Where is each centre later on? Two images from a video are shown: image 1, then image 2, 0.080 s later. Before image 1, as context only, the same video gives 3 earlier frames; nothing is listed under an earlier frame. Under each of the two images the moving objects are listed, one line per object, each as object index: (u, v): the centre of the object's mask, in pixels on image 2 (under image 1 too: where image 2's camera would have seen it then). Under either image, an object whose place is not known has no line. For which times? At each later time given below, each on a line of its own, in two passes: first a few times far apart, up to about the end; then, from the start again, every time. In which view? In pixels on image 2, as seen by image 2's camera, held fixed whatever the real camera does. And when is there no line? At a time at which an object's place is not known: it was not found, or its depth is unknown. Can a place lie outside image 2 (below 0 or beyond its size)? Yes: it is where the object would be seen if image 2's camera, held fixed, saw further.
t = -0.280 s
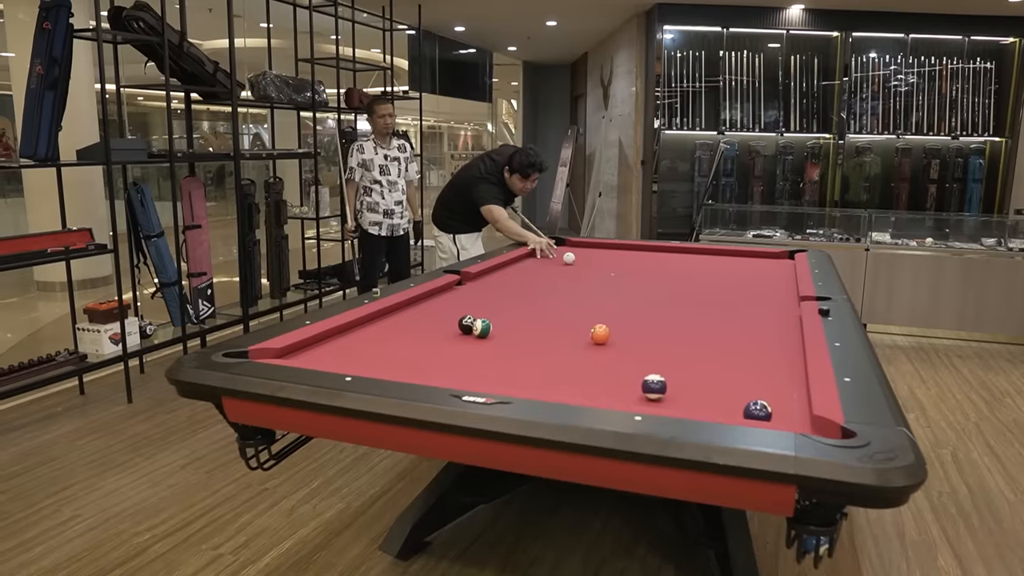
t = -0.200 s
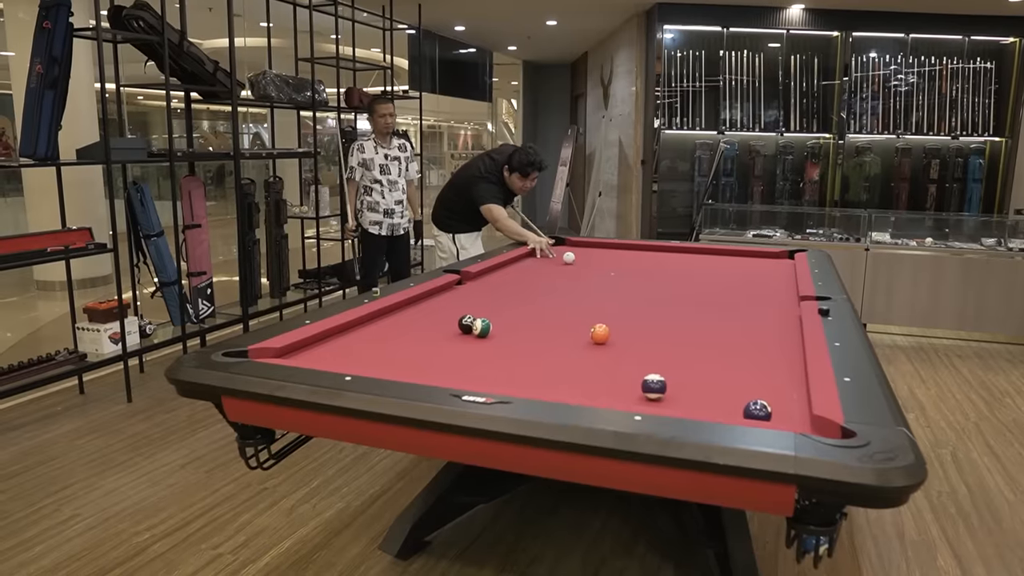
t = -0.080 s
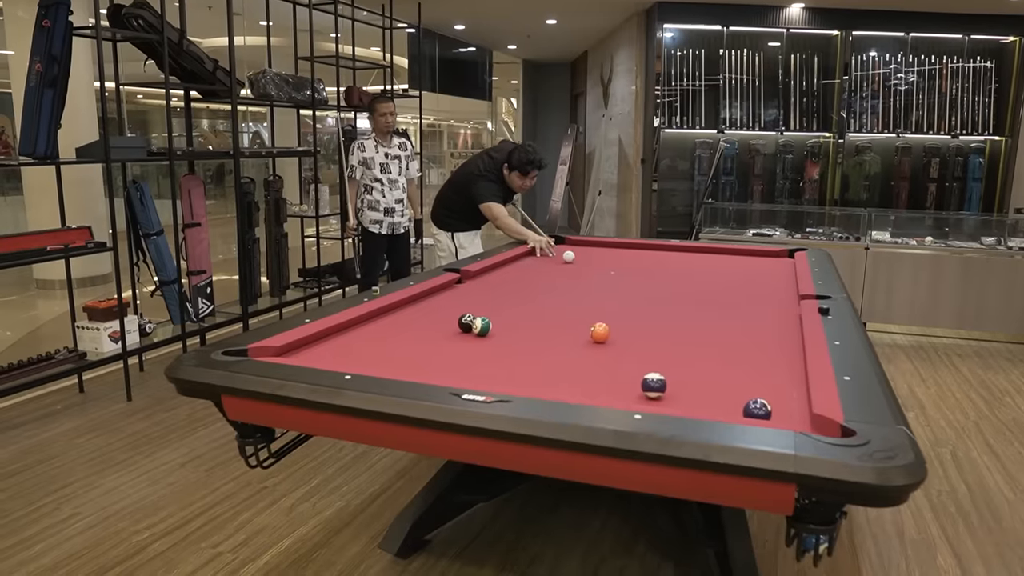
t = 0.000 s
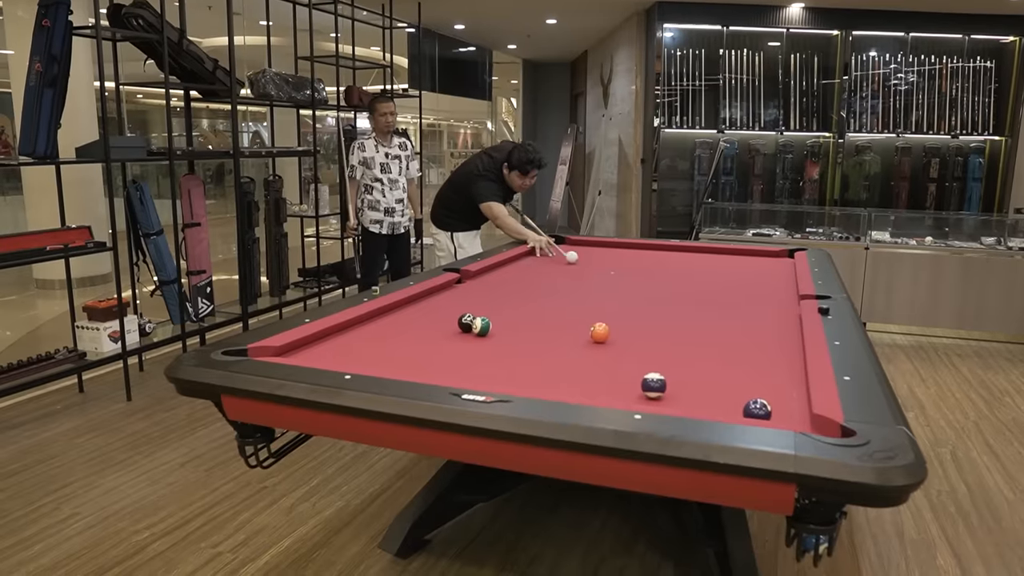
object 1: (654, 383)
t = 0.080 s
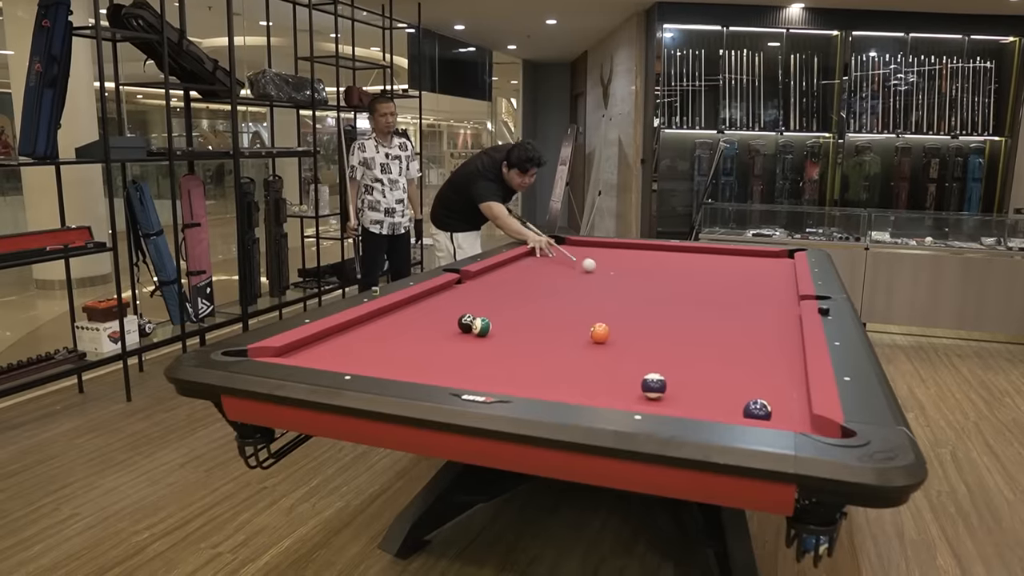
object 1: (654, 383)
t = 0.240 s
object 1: (654, 383)
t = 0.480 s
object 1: (654, 383)
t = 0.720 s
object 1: (654, 383)
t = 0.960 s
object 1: (654, 383)
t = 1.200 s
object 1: (628, 365)
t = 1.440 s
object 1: (589, 352)
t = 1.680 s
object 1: (548, 324)
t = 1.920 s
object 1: (519, 311)
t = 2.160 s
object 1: (500, 296)
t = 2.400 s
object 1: (482, 283)
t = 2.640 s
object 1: (469, 281)
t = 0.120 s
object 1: (654, 383)
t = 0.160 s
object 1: (654, 383)
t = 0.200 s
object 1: (654, 383)
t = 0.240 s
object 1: (654, 383)
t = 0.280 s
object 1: (654, 383)
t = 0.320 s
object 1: (654, 383)
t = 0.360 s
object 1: (654, 383)
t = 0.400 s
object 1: (654, 383)
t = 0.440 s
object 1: (654, 383)
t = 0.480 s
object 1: (654, 383)
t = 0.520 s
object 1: (654, 383)
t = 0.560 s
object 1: (654, 383)
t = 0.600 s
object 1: (654, 383)
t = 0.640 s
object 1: (654, 383)
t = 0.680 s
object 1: (654, 383)
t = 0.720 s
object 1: (654, 383)
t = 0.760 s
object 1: (654, 383)
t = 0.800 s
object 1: (654, 383)
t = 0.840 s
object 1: (654, 383)
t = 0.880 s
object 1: (654, 383)
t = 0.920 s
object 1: (654, 383)
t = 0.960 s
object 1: (654, 383)
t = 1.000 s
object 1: (654, 383)
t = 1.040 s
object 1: (654, 383)
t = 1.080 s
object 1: (654, 383)
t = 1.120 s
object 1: (648, 380)
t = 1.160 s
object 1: (638, 373)
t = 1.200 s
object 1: (628, 365)
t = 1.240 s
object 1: (620, 358)
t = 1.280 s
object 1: (614, 362)
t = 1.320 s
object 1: (600, 355)
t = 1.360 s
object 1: (597, 352)
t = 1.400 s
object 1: (590, 344)
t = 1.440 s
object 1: (589, 352)
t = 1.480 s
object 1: (576, 340)
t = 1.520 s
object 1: (567, 338)
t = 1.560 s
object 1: (566, 334)
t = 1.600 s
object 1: (561, 326)
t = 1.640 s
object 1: (555, 333)
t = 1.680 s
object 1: (548, 324)
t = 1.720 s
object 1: (541, 324)
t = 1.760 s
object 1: (540, 319)
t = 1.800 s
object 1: (537, 312)
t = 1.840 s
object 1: (532, 319)
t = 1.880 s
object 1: (526, 313)
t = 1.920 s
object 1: (519, 311)
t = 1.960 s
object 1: (518, 307)
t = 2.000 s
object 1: (517, 301)
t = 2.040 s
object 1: (512, 306)
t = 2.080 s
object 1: (506, 301)
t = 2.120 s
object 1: (500, 300)
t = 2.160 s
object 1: (500, 296)
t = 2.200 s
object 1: (497, 291)
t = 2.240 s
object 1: (495, 296)
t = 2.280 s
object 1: (489, 291)
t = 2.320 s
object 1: (483, 291)
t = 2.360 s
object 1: (484, 287)
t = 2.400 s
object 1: (482, 283)
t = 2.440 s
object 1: (480, 288)
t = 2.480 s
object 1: (475, 284)
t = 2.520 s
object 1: (470, 281)
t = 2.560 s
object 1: (469, 281)
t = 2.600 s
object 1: (468, 275)
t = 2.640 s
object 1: (469, 281)
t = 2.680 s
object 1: (464, 277)
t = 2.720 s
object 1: (461, 275)
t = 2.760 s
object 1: (459, 279)
